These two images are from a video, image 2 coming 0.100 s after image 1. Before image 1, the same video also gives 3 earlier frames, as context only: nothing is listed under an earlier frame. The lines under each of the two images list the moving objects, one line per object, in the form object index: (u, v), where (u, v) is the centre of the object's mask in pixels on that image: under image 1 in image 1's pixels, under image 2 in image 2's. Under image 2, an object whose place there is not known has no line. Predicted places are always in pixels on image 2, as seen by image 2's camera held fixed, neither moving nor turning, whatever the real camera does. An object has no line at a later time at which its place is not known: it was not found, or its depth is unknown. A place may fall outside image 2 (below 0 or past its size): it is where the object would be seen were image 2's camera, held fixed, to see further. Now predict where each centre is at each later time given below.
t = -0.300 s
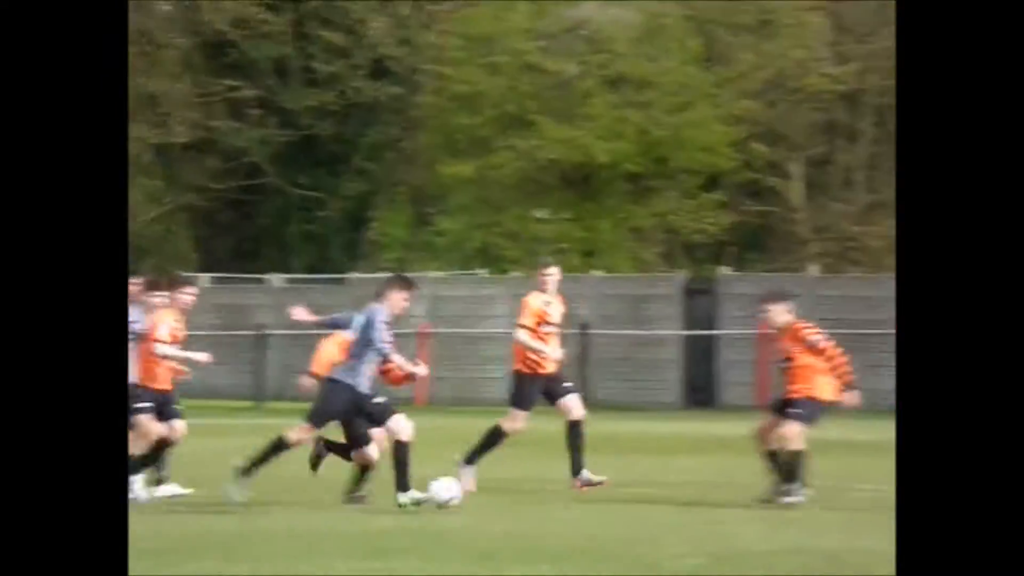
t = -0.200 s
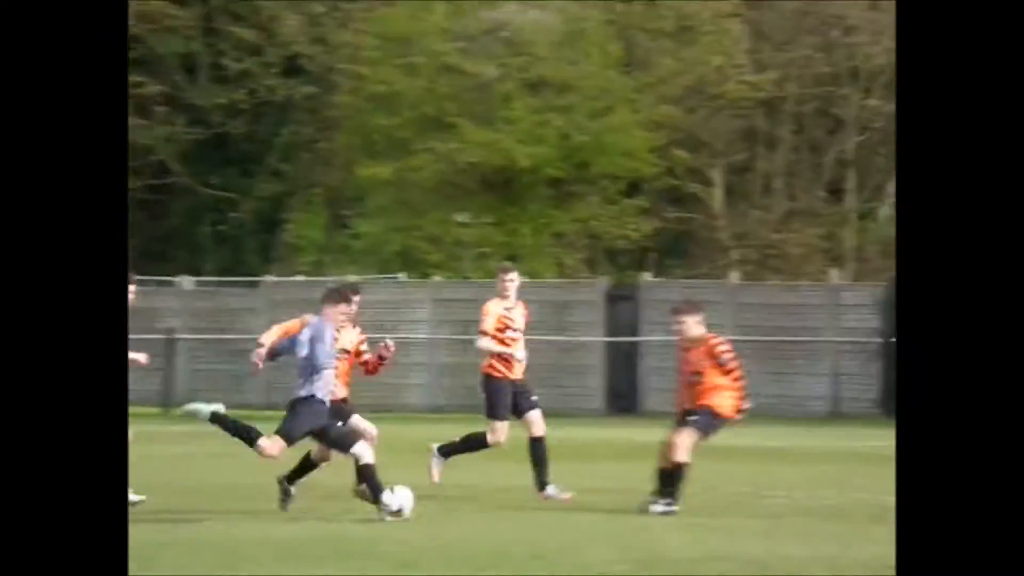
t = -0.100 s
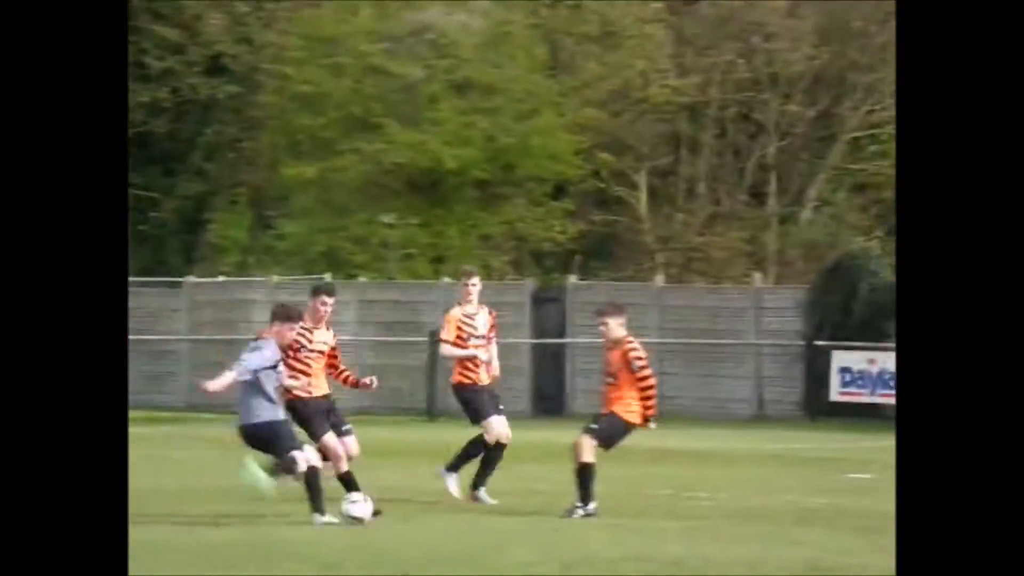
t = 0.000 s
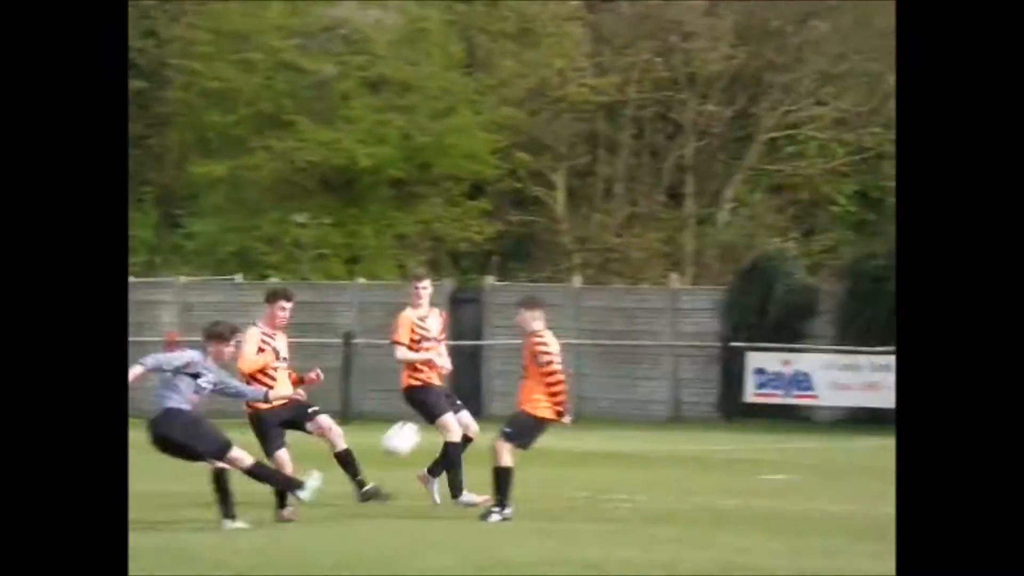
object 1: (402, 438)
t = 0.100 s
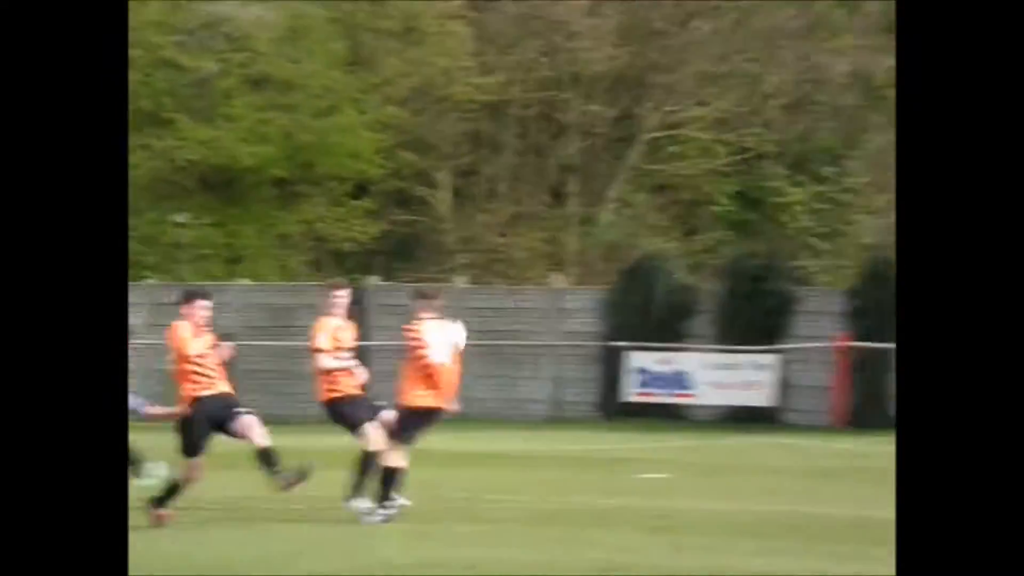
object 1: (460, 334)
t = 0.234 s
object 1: (650, 219)
